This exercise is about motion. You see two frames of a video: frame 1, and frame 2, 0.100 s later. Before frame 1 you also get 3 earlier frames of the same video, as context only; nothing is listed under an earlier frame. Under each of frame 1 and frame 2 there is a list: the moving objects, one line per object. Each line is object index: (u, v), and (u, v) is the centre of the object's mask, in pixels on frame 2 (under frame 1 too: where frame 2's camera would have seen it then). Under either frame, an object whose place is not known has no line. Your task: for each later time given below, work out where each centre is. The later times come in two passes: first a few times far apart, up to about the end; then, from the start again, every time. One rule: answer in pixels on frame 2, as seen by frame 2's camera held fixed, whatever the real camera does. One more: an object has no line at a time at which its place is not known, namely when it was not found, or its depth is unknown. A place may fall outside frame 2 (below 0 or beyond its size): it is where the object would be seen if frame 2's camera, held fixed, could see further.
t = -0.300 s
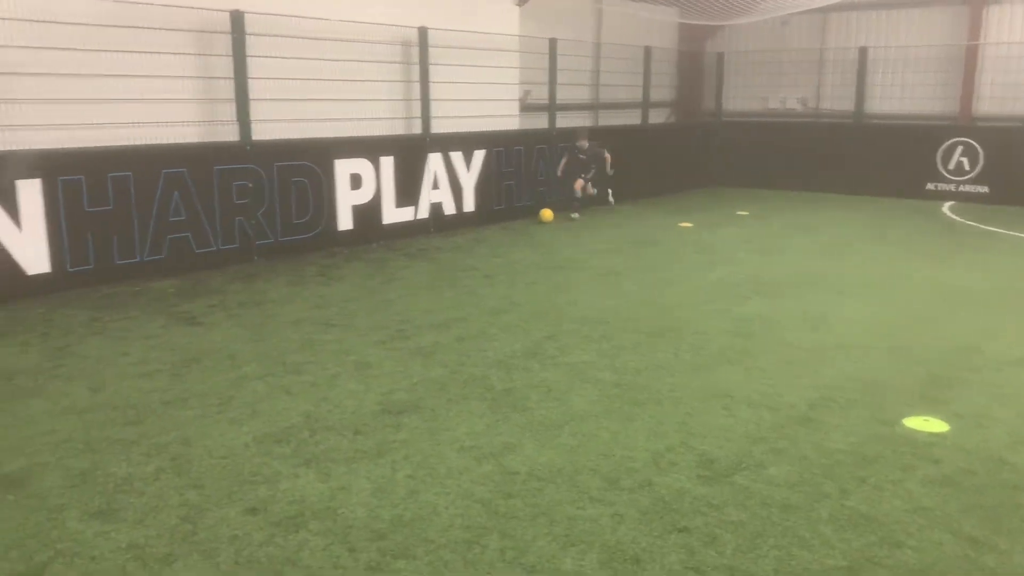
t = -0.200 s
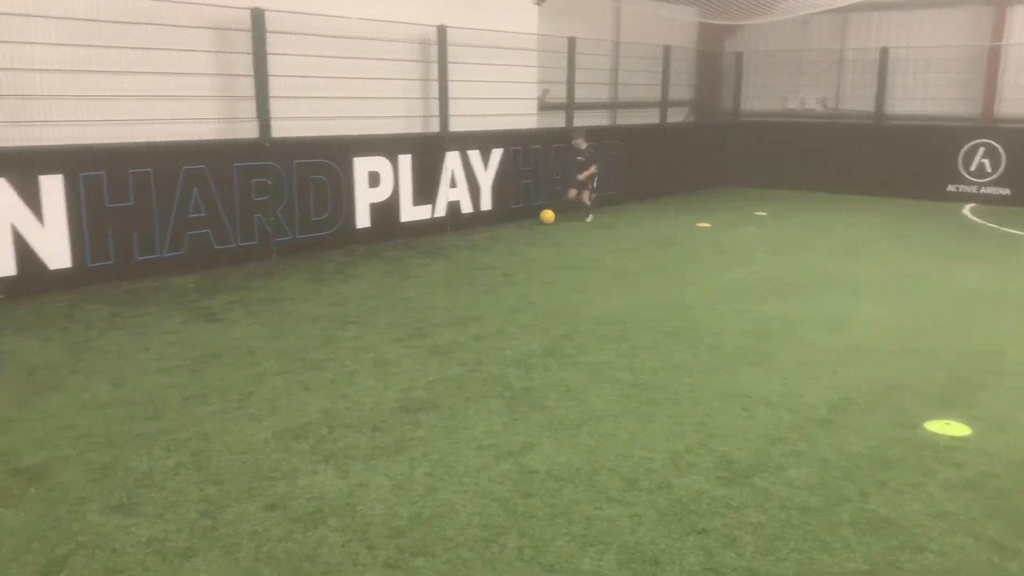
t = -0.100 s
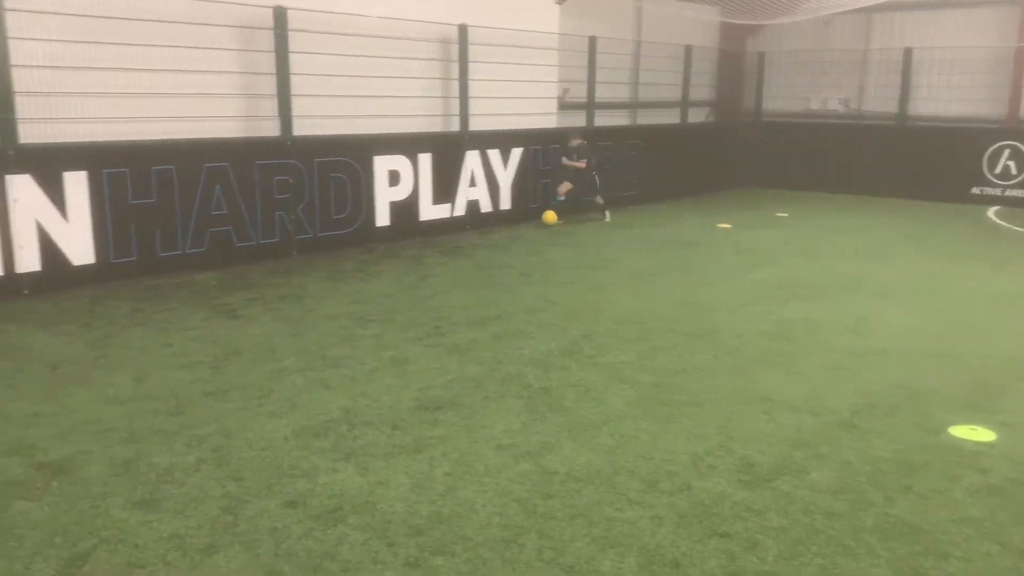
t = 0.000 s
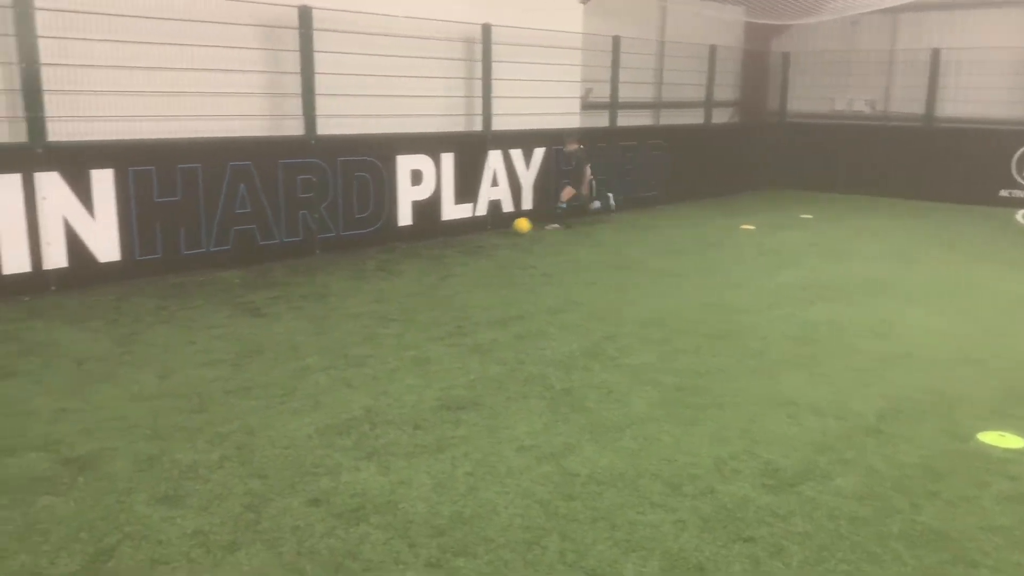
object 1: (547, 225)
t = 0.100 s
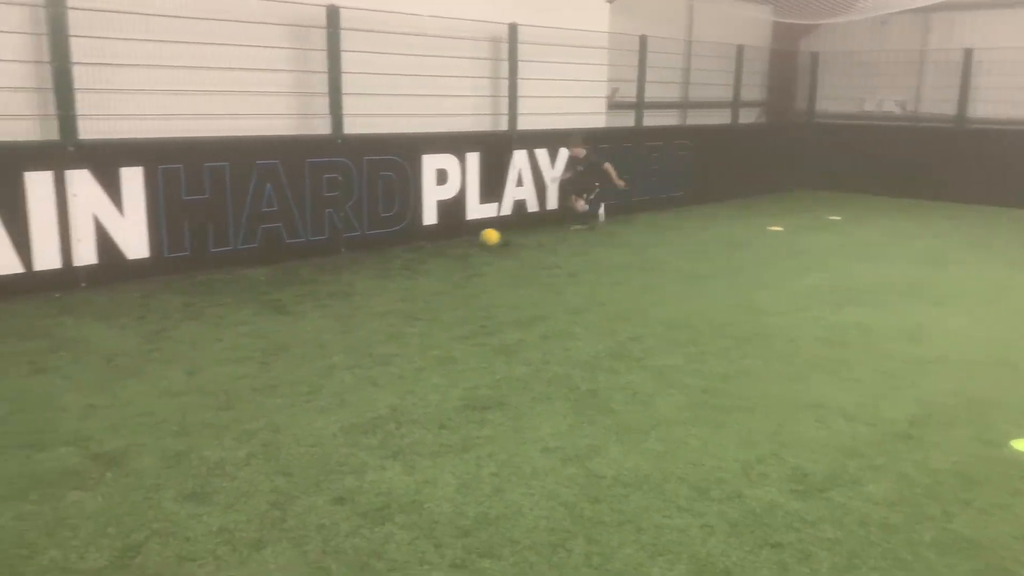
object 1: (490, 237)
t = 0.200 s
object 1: (429, 248)
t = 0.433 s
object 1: (269, 281)
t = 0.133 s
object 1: (471, 240)
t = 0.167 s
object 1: (451, 243)
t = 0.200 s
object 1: (429, 248)
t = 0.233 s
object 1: (407, 254)
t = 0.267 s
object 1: (386, 257)
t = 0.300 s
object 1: (364, 260)
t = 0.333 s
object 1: (342, 264)
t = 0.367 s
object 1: (319, 269)
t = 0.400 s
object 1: (294, 277)
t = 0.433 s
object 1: (269, 281)
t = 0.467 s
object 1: (244, 283)
